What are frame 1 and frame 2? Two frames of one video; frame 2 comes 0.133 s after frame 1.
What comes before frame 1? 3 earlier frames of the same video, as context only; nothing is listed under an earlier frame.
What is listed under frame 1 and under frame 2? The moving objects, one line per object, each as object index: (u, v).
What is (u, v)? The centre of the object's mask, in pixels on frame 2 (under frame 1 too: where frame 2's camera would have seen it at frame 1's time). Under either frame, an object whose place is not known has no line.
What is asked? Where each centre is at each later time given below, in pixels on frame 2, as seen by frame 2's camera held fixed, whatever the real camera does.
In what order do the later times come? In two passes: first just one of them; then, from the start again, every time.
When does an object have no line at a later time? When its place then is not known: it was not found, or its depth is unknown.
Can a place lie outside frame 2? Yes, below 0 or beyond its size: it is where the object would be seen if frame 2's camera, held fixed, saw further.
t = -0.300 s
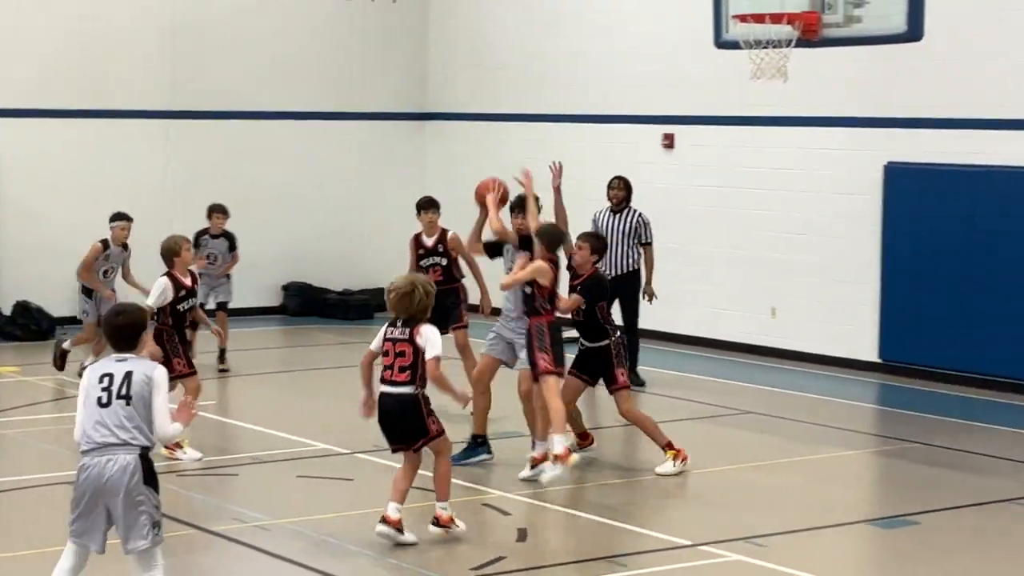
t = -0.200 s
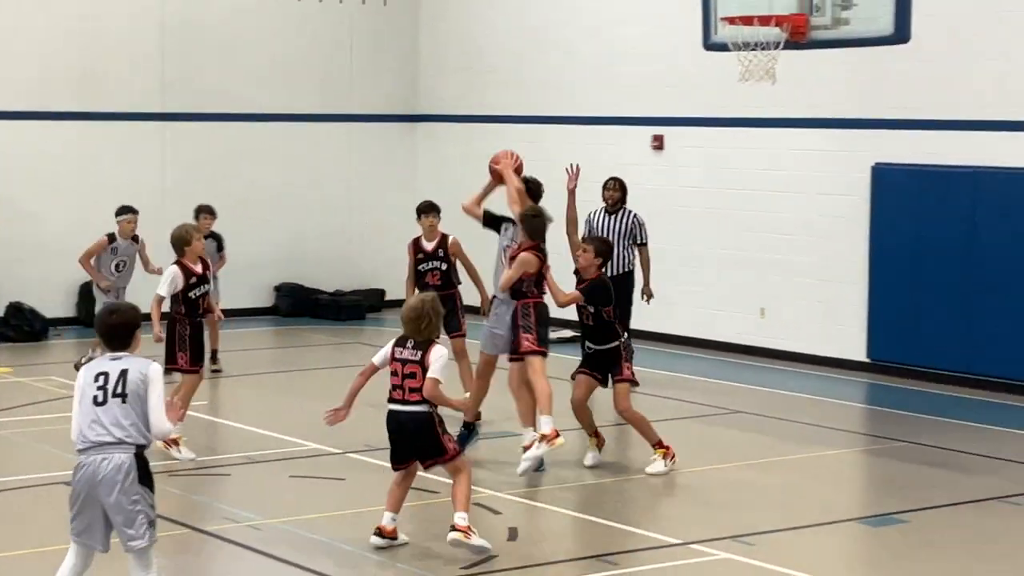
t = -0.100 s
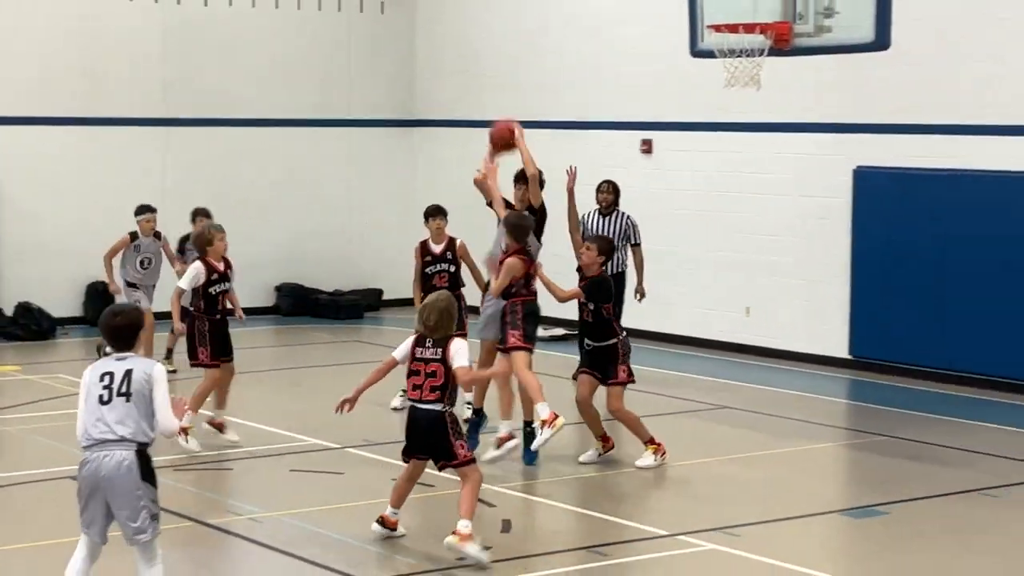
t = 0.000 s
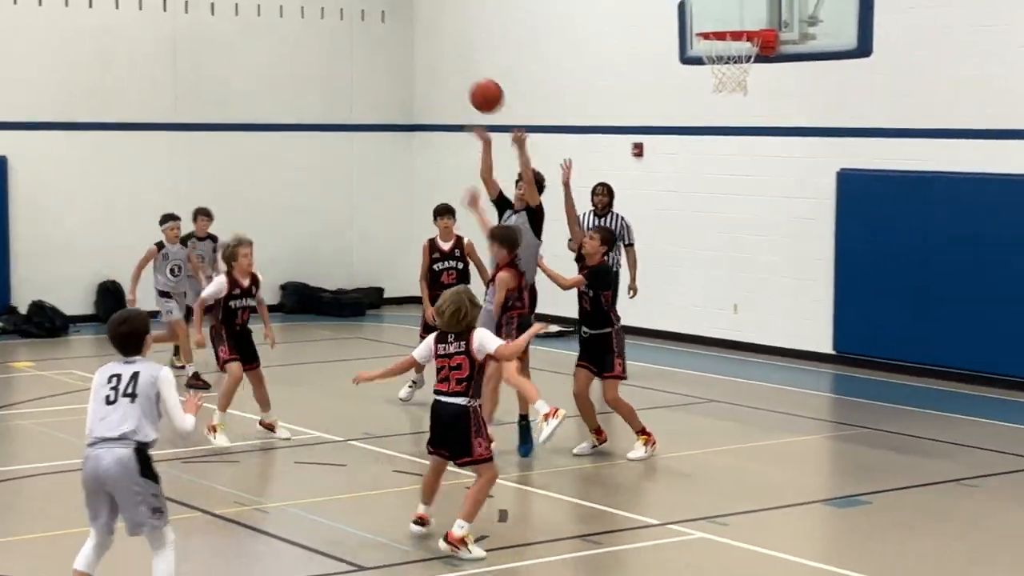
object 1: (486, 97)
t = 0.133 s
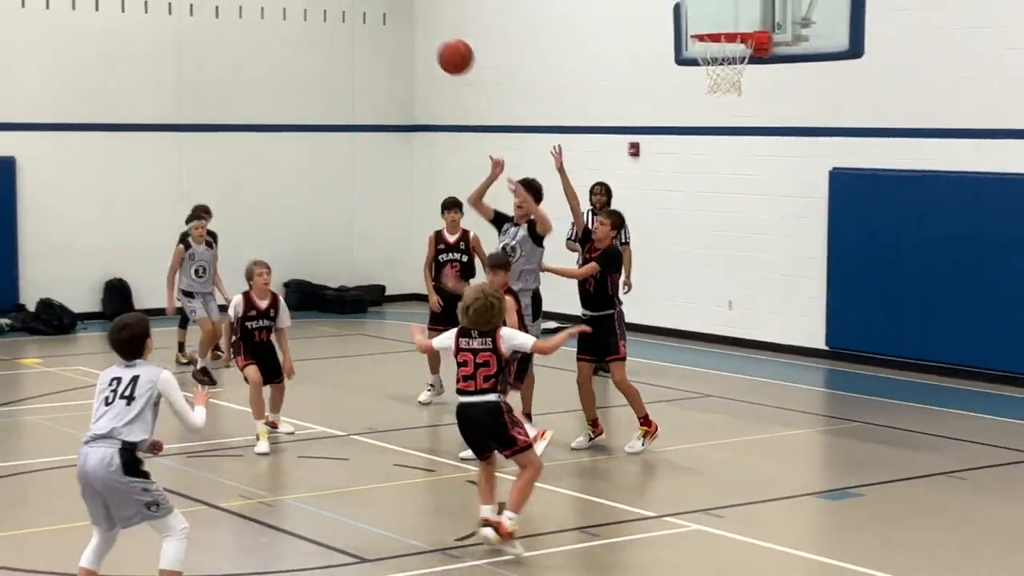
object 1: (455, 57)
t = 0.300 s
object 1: (412, 41)
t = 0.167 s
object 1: (447, 50)
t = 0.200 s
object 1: (439, 45)
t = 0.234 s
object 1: (430, 42)
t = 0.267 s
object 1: (421, 40)
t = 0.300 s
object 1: (412, 41)
